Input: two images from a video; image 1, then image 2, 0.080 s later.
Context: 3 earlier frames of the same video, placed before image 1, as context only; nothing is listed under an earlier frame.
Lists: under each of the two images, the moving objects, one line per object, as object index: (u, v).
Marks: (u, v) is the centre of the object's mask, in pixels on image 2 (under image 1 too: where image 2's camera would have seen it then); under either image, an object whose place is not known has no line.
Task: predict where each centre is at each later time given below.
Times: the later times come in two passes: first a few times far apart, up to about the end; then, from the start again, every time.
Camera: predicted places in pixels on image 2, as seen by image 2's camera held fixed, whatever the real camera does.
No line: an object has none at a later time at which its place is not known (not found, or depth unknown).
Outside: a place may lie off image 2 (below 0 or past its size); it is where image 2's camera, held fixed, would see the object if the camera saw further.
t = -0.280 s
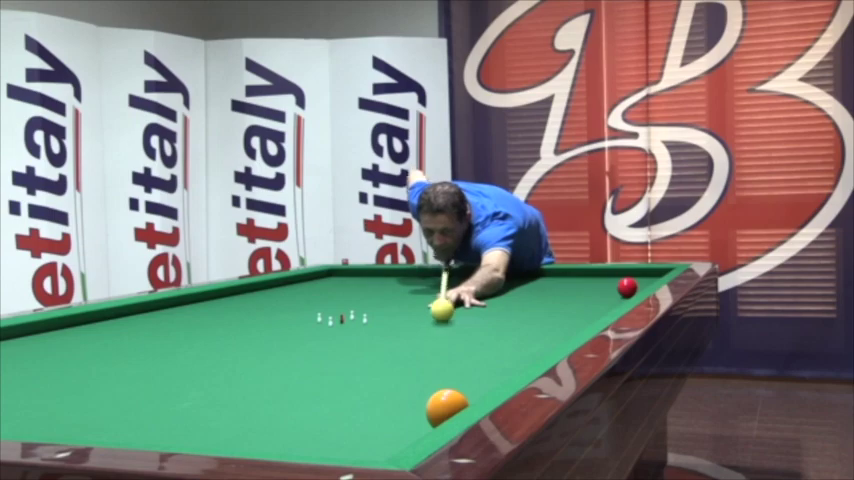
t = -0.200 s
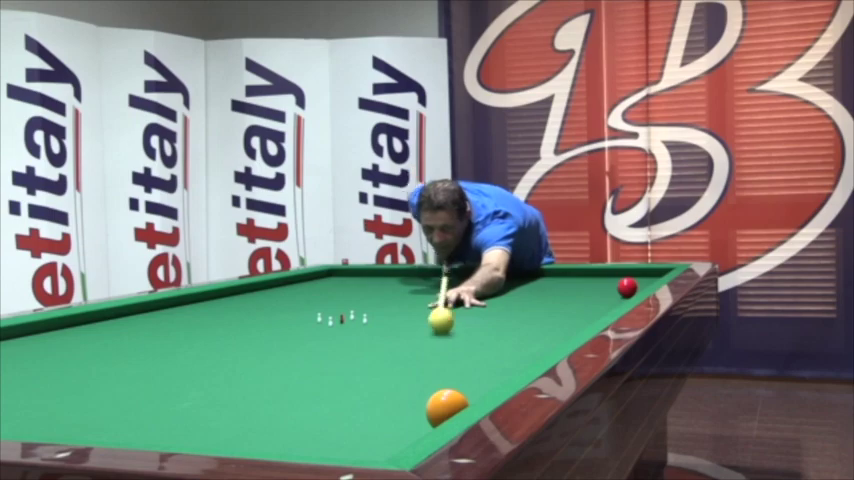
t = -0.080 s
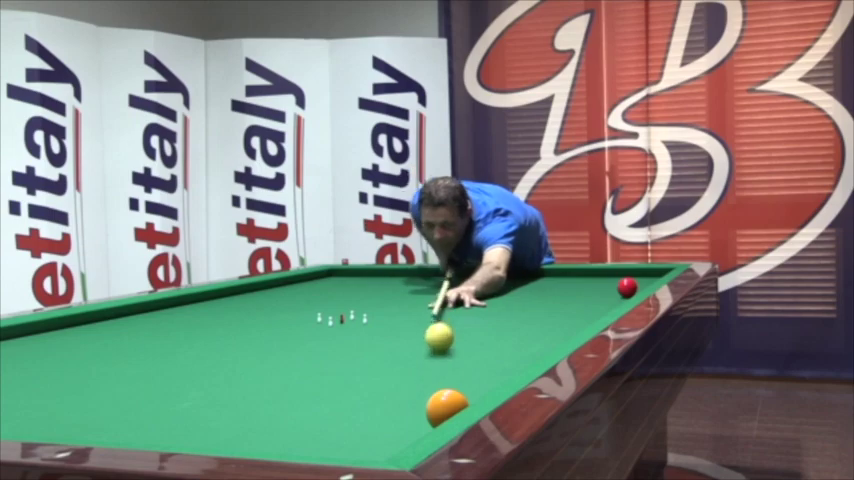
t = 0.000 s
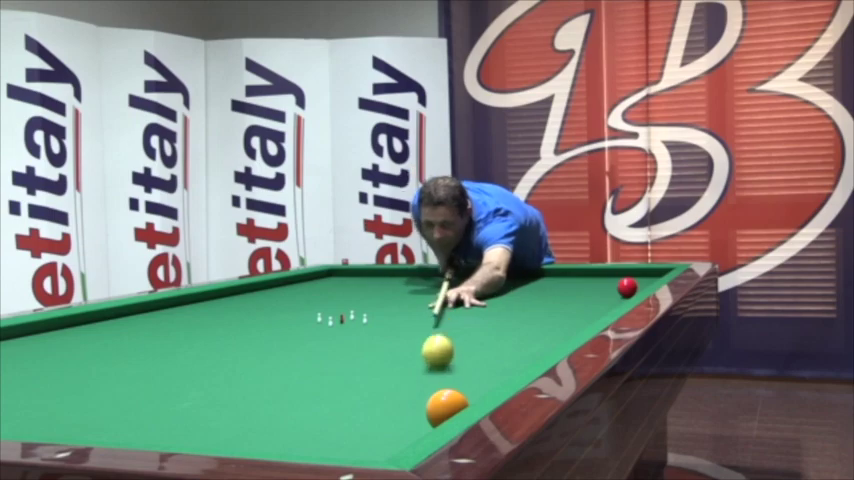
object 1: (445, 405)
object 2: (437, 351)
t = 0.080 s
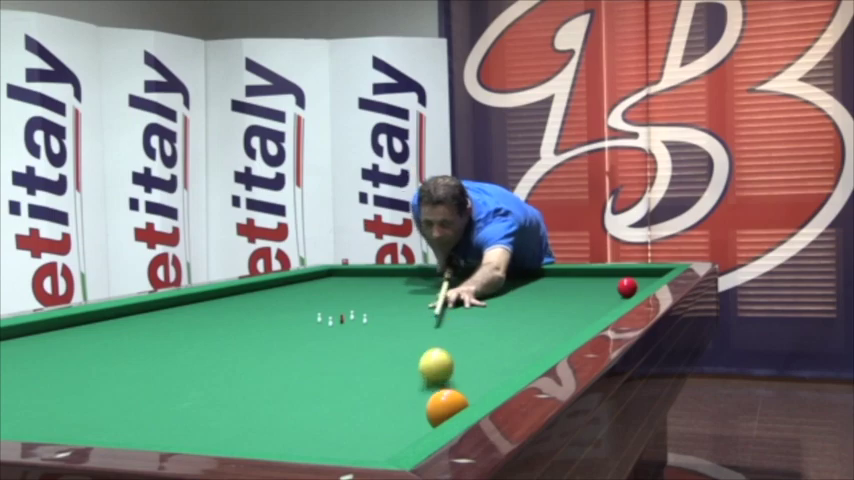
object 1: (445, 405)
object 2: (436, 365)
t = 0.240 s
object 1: (443, 407)
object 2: (422, 397)
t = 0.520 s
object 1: (236, 433)
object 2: (334, 414)
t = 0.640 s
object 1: (164, 434)
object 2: (295, 418)
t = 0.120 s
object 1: (445, 405)
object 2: (435, 373)
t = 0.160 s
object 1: (445, 405)
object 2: (432, 380)
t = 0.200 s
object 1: (444, 405)
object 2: (428, 388)
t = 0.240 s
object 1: (443, 407)
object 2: (422, 397)
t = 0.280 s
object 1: (415, 408)
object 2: (409, 391)
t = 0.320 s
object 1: (385, 417)
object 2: (400, 394)
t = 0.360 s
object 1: (347, 421)
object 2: (386, 408)
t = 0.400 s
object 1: (319, 425)
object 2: (373, 409)
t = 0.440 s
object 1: (292, 429)
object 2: (360, 410)
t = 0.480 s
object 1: (263, 431)
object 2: (347, 412)
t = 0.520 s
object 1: (236, 433)
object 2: (334, 414)
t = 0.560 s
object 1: (210, 434)
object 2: (321, 415)
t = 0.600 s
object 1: (182, 434)
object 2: (308, 417)
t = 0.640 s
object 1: (164, 434)
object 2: (295, 418)
